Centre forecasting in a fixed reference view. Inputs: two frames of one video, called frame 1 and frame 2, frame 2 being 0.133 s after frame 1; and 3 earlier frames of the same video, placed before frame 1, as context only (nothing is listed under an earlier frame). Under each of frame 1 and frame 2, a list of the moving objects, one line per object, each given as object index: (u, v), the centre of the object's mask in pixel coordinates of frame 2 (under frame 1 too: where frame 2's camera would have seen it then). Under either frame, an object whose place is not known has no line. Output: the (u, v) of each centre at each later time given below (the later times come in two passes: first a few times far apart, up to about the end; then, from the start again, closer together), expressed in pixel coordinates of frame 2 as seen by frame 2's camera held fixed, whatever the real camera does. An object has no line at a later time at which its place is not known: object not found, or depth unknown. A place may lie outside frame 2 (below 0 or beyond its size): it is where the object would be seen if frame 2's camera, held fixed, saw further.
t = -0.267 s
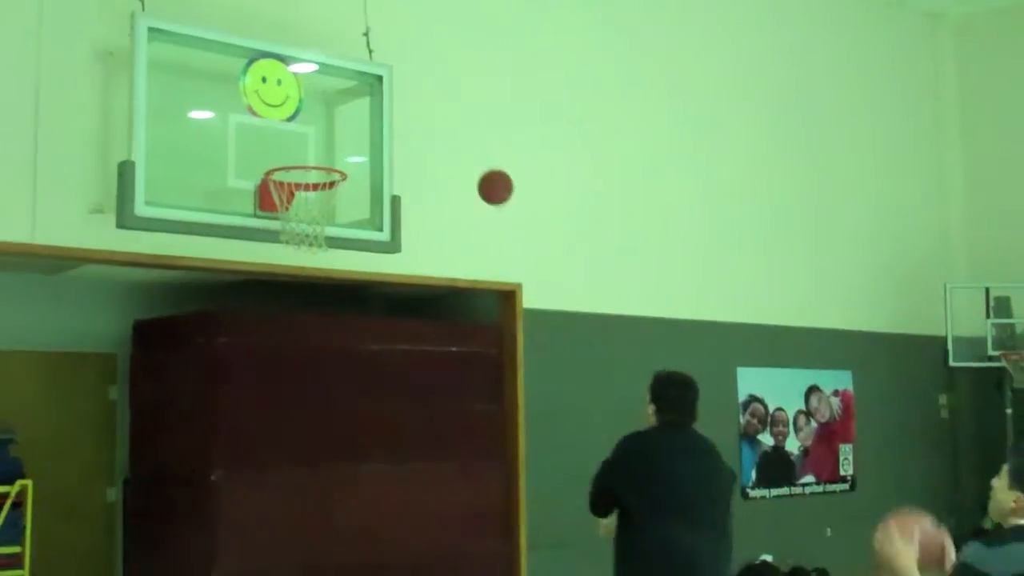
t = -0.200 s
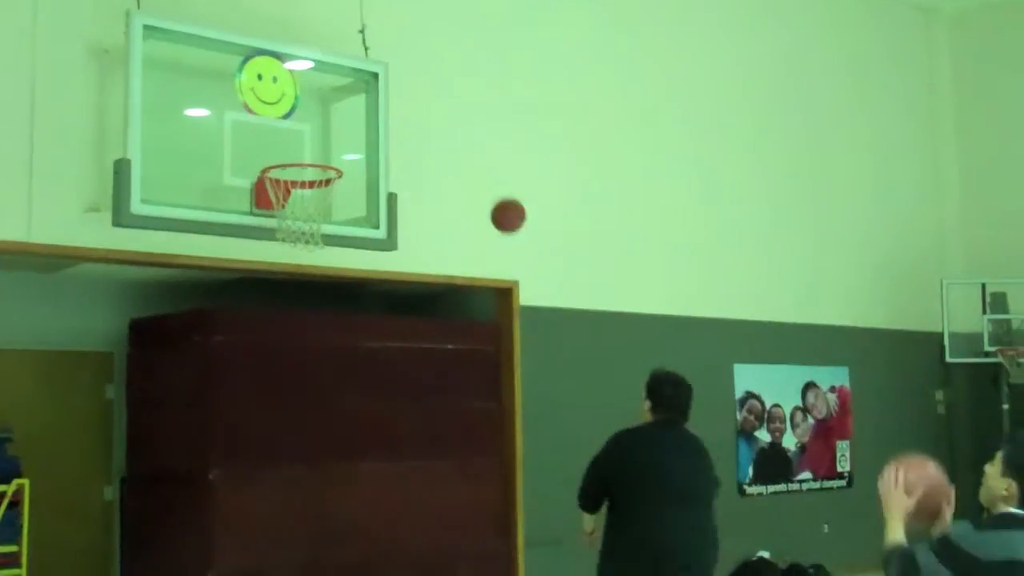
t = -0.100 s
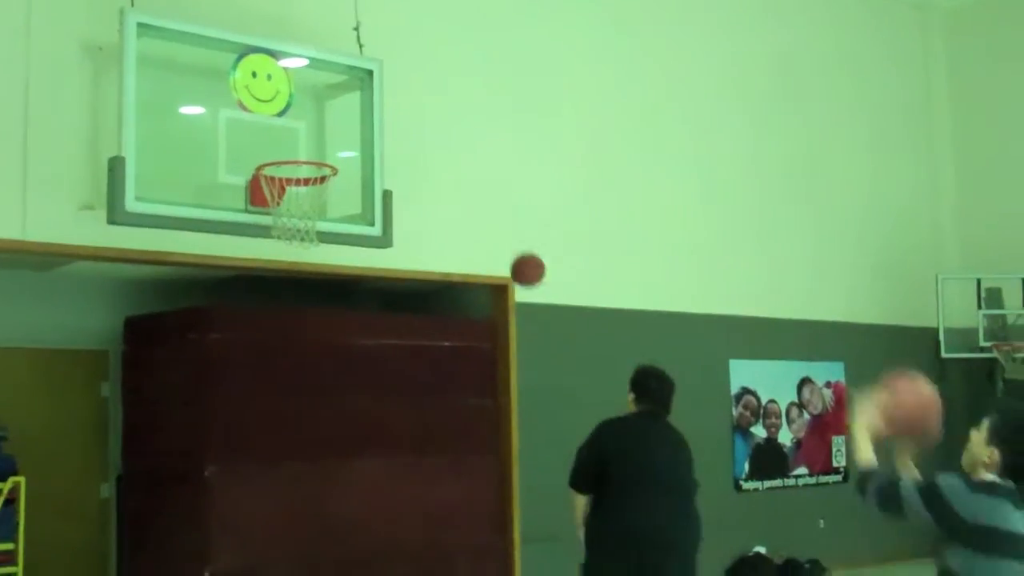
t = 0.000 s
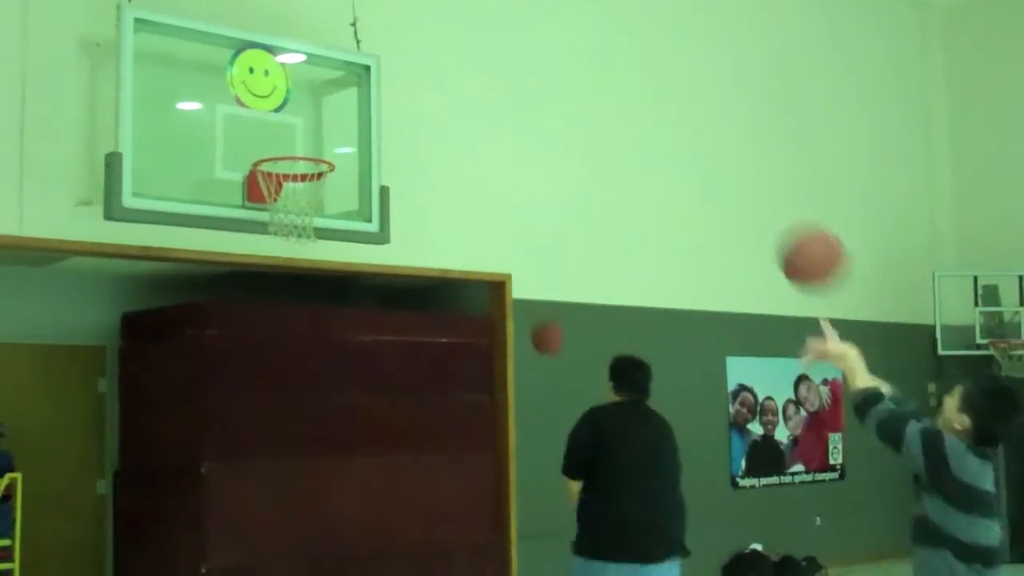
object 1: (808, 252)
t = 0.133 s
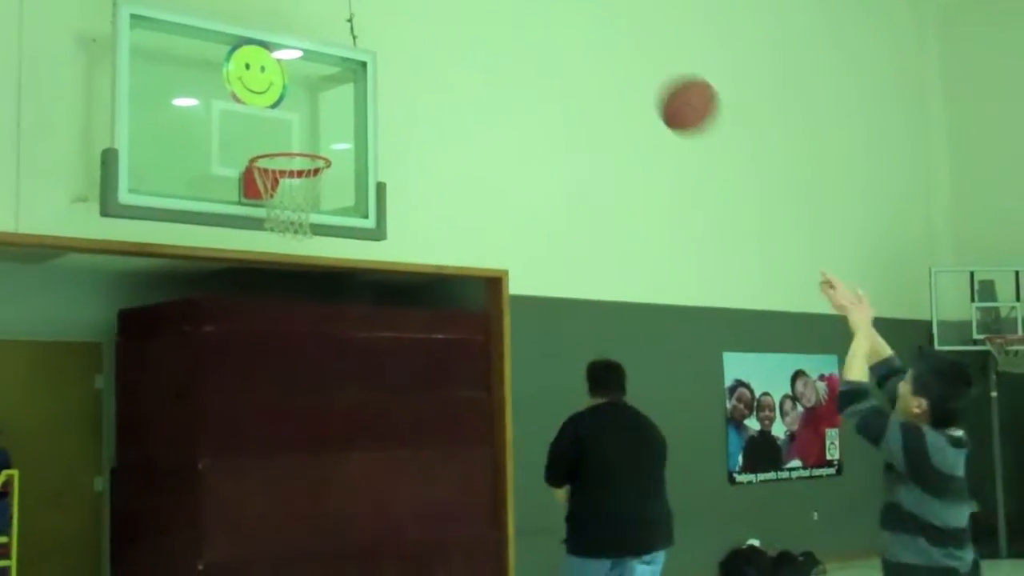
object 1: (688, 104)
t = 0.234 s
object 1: (613, 35)
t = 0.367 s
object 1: (523, 8)
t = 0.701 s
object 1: (355, 17)
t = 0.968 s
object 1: (268, 144)
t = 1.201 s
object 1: (345, 61)
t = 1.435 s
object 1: (421, 61)
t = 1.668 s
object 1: (498, 145)
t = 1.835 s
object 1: (554, 259)
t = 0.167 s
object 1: (662, 78)
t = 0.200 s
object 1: (637, 54)
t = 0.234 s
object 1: (613, 35)
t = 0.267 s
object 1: (589, 22)
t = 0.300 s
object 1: (566, 16)
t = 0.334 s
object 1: (544, 11)
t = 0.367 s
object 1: (523, 8)
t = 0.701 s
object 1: (355, 17)
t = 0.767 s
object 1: (329, 46)
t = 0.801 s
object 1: (317, 63)
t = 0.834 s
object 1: (305, 81)
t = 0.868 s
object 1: (293, 99)
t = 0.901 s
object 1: (280, 120)
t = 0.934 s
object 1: (268, 141)
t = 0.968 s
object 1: (268, 144)
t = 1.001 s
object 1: (279, 127)
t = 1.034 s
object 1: (290, 112)
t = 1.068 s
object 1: (301, 98)
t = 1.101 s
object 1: (312, 87)
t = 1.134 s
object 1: (323, 76)
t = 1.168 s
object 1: (333, 68)
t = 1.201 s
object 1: (345, 61)
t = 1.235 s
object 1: (355, 56)
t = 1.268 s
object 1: (366, 52)
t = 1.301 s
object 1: (377, 50)
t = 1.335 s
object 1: (388, 50)
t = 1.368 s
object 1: (399, 52)
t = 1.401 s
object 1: (410, 55)
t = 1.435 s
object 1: (421, 61)
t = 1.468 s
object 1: (432, 68)
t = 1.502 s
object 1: (443, 76)
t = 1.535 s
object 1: (454, 86)
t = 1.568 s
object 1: (465, 98)
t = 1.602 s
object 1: (476, 112)
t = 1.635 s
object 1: (487, 128)
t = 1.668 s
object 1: (498, 145)
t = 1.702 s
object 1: (509, 165)
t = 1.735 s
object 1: (520, 186)
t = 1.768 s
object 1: (531, 209)
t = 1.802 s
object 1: (543, 233)
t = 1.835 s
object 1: (554, 259)
